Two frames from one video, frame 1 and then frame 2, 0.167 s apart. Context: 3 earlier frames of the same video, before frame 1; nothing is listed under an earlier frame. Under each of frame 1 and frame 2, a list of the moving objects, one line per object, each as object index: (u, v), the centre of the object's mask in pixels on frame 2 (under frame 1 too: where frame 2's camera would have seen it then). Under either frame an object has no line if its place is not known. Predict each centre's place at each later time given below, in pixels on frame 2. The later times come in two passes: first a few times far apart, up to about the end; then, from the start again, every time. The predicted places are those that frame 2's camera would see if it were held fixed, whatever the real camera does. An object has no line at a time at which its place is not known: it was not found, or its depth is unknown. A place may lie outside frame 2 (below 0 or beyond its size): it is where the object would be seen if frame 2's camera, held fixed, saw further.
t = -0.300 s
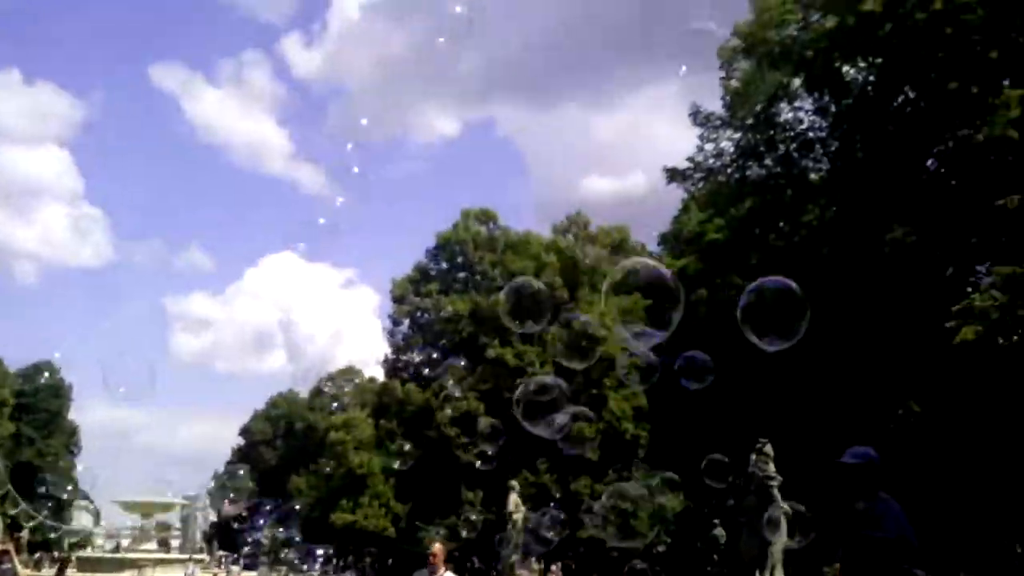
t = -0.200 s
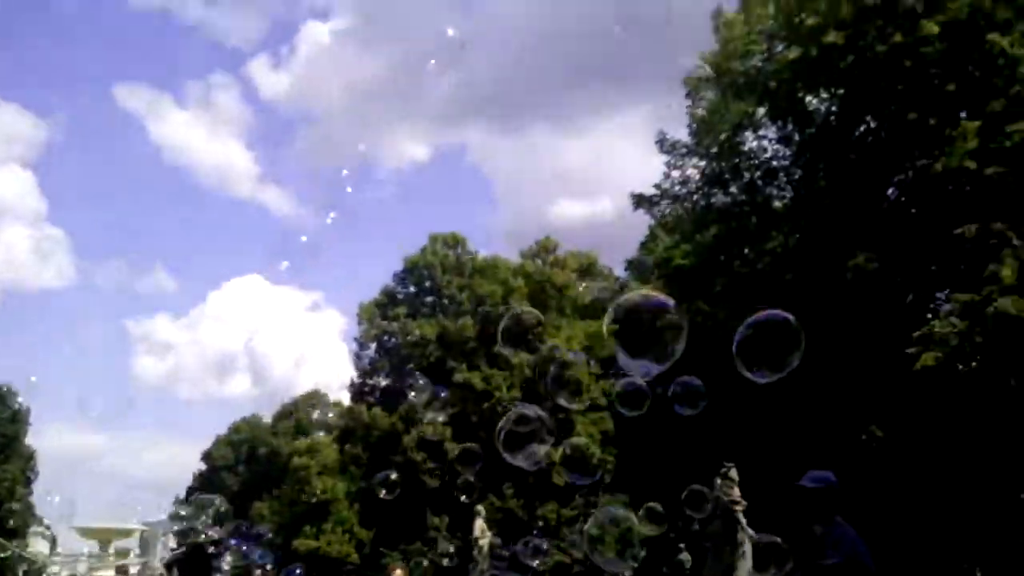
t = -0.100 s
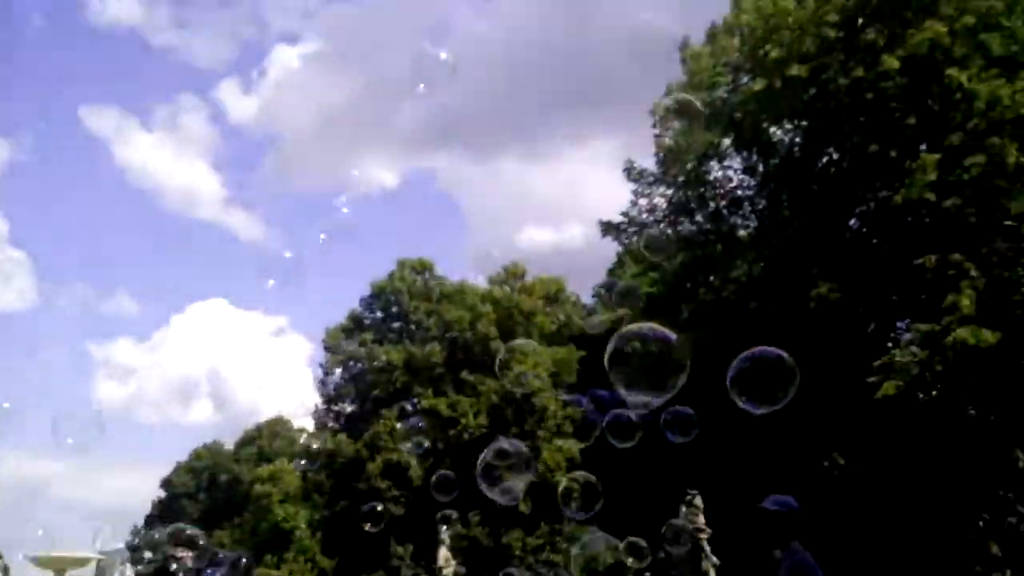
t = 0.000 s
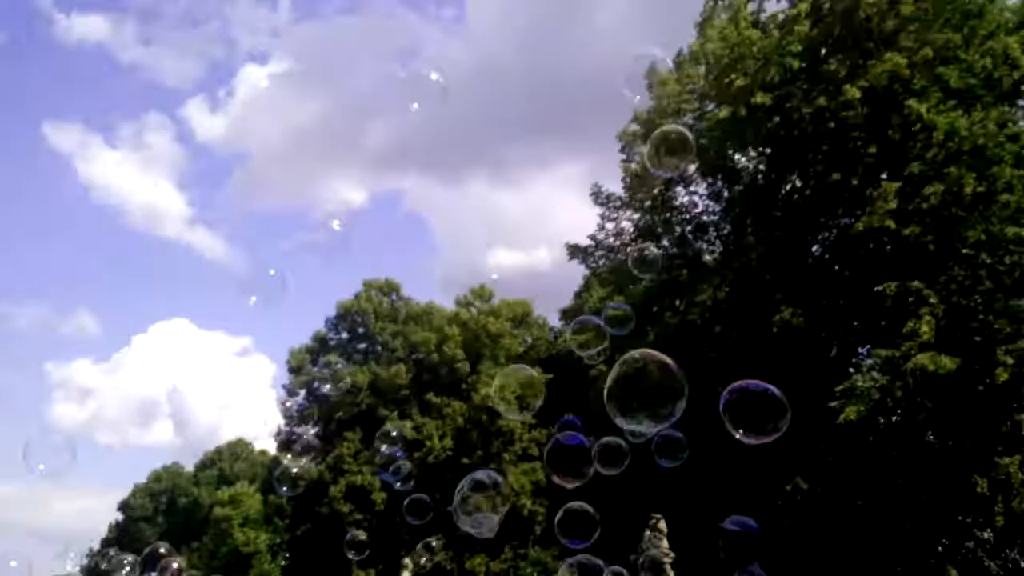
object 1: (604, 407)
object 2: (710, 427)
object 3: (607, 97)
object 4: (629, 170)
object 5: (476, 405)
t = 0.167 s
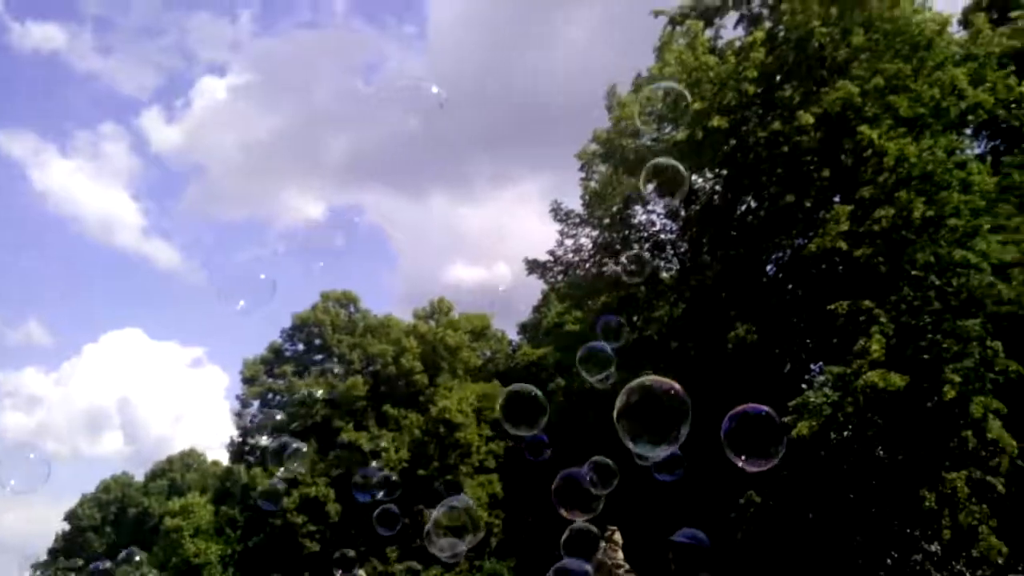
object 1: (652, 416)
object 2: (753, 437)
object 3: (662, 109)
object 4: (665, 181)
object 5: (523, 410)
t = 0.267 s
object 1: (681, 423)
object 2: (778, 444)
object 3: (695, 118)
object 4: (684, 187)
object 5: (548, 412)
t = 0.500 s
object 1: (746, 434)
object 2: (839, 456)
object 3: (766, 139)
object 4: (728, 202)
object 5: (609, 413)
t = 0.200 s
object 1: (664, 418)
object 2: (763, 439)
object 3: (676, 111)
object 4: (671, 183)
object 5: (533, 410)
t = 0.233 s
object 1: (674, 419)
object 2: (772, 441)
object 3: (686, 114)
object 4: (681, 185)
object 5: (542, 410)
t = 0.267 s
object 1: (681, 423)
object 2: (778, 444)
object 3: (695, 118)
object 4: (684, 187)
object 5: (548, 412)
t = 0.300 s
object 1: (691, 425)
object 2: (787, 446)
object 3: (705, 121)
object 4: (692, 190)
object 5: (557, 412)
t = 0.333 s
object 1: (700, 424)
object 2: (796, 447)
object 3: (716, 123)
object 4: (697, 191)
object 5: (566, 410)
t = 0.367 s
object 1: (710, 426)
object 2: (804, 449)
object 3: (726, 126)
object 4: (703, 194)
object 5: (574, 411)
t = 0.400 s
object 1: (718, 429)
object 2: (812, 451)
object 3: (736, 130)
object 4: (709, 196)
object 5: (582, 413)
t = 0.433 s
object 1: (727, 430)
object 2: (820, 452)
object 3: (746, 133)
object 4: (715, 198)
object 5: (591, 413)
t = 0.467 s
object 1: (736, 433)
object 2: (830, 455)
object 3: (757, 136)
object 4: (722, 201)
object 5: (600, 413)
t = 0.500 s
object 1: (746, 434)
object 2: (839, 456)
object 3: (766, 139)
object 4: (728, 202)
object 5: (609, 413)
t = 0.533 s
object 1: (754, 437)
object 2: (847, 459)
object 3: (776, 142)
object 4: (734, 205)
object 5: (617, 415)
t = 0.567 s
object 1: (763, 438)
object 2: (854, 461)
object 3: (786, 145)
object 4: (741, 207)
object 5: (626, 415)
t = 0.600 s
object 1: (771, 439)
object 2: (862, 462)
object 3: (796, 149)
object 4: (746, 209)
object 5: (633, 415)
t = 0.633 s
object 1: (782, 440)
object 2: (872, 464)
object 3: (805, 154)
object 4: (753, 211)
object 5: (642, 415)
